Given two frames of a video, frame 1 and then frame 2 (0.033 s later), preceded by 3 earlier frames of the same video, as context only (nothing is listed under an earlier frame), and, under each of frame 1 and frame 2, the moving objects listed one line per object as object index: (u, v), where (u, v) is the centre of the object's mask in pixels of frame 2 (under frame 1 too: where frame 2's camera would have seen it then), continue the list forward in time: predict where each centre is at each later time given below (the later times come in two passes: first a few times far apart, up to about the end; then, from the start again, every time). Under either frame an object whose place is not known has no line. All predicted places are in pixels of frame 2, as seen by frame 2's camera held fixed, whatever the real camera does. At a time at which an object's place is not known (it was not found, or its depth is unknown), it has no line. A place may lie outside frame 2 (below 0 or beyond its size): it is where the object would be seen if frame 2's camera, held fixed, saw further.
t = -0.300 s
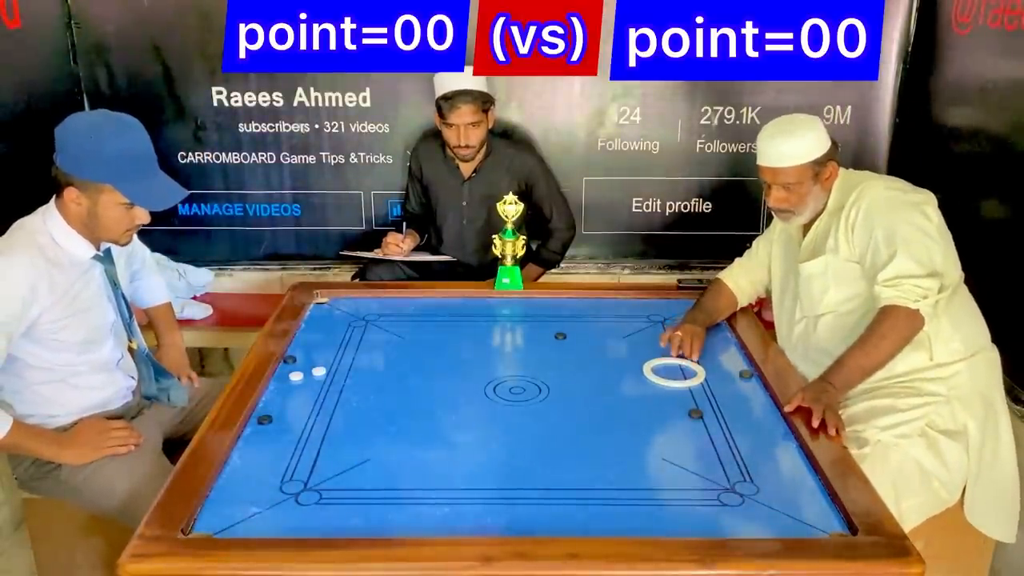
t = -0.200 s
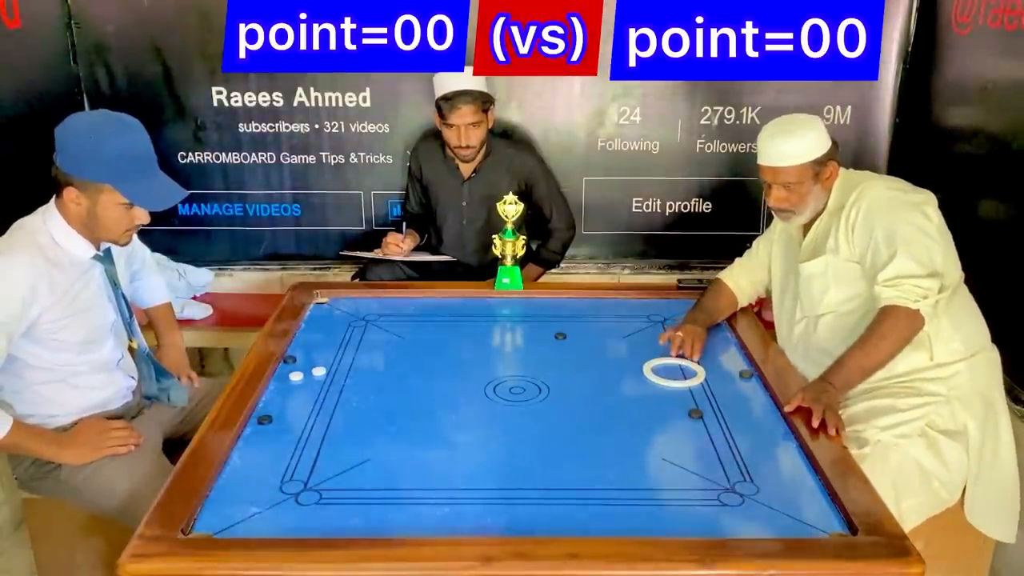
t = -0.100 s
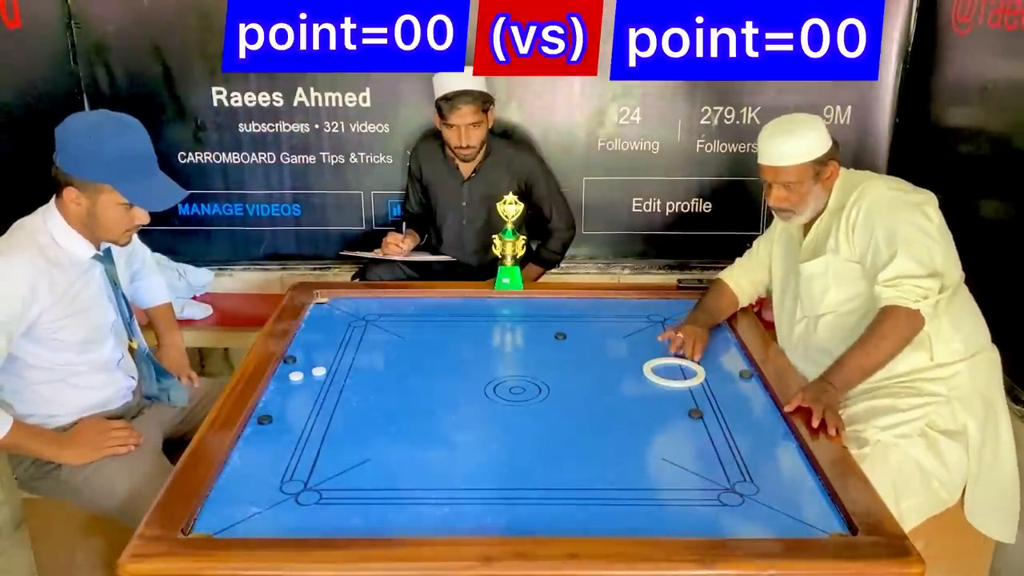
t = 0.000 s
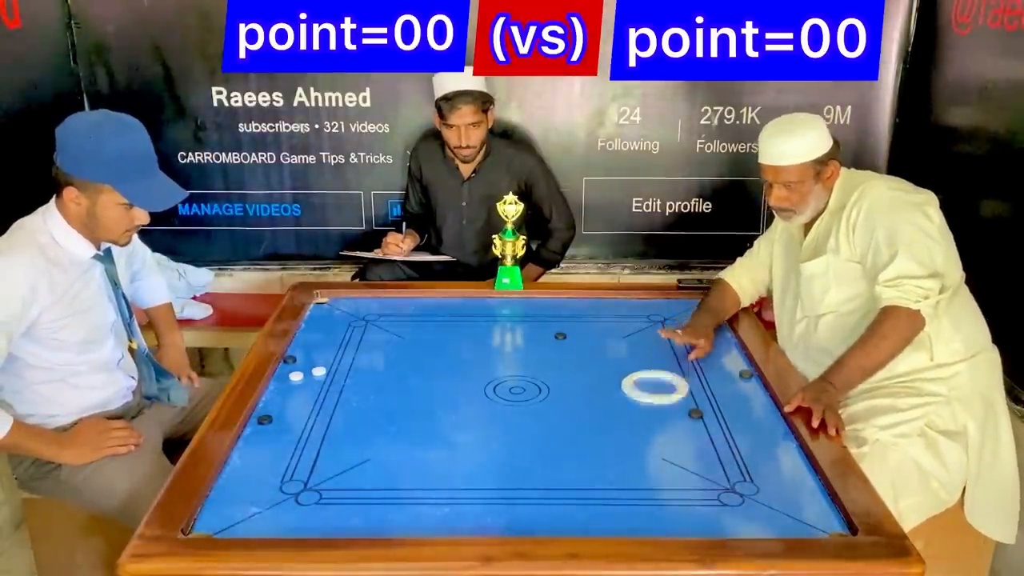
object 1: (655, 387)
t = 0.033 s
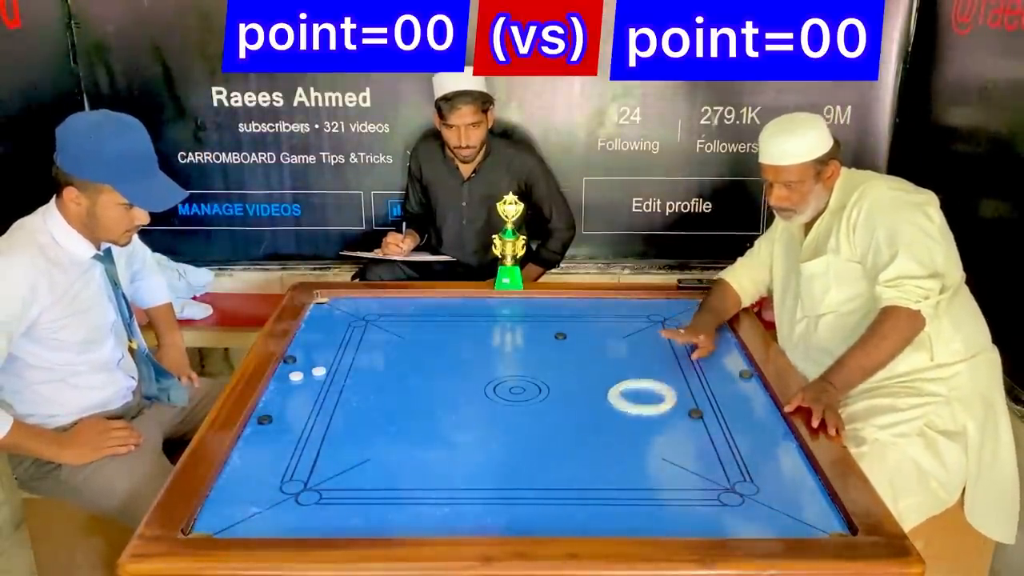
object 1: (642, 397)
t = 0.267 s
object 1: (533, 481)
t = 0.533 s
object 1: (432, 462)
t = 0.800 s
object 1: (377, 393)
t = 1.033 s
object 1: (341, 347)
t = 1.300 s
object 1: (353, 311)
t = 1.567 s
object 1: (402, 327)
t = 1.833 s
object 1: (455, 354)
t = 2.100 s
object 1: (512, 383)
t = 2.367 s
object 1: (576, 416)
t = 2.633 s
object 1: (645, 452)
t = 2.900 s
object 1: (722, 493)
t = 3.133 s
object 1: (779, 514)
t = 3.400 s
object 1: (785, 483)
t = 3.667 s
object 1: (757, 461)
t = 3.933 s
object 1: (732, 442)
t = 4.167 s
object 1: (714, 429)
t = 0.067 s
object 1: (629, 407)
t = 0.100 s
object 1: (615, 419)
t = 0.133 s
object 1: (600, 430)
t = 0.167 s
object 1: (584, 442)
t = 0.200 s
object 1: (568, 454)
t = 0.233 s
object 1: (551, 467)
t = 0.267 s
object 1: (533, 481)
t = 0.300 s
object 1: (514, 495)
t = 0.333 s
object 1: (494, 510)
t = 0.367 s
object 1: (476, 516)
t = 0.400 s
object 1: (467, 506)
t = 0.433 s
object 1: (457, 495)
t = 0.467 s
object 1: (448, 483)
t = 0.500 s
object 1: (440, 473)
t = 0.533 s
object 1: (432, 462)
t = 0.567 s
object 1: (424, 453)
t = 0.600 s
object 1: (416, 443)
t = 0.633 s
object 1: (409, 434)
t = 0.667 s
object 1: (402, 425)
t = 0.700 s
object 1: (396, 417)
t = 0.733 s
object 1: (389, 409)
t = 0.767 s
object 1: (383, 401)
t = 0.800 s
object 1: (377, 393)
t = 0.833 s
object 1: (371, 386)
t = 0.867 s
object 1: (365, 379)
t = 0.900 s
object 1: (360, 373)
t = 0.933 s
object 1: (355, 366)
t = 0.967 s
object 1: (350, 359)
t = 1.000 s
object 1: (346, 353)
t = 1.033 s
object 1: (341, 347)
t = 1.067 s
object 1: (337, 342)
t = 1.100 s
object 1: (333, 337)
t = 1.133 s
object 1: (329, 331)
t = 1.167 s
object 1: (327, 326)
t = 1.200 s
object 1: (334, 322)
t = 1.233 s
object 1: (340, 318)
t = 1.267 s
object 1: (347, 314)
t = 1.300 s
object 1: (353, 311)
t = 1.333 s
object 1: (359, 307)
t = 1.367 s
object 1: (365, 309)
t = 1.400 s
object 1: (371, 312)
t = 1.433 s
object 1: (378, 315)
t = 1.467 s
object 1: (384, 318)
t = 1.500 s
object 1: (390, 321)
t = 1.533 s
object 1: (396, 324)
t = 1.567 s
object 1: (402, 327)
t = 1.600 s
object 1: (409, 330)
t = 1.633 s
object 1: (415, 333)
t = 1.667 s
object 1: (422, 337)
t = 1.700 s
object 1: (428, 340)
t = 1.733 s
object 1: (435, 343)
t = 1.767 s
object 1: (441, 347)
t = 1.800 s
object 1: (448, 350)
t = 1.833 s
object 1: (455, 354)
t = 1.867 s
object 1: (462, 357)
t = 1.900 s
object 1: (469, 361)
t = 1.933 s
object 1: (476, 364)
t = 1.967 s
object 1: (483, 368)
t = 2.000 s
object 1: (490, 371)
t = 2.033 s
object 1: (497, 375)
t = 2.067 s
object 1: (505, 379)
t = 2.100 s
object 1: (512, 383)
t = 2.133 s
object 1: (520, 387)
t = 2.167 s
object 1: (528, 391)
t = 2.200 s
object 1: (535, 395)
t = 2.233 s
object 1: (544, 399)
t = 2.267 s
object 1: (551, 403)
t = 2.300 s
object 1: (559, 407)
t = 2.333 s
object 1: (568, 412)
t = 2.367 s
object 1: (576, 416)
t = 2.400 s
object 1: (584, 420)
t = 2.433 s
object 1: (593, 425)
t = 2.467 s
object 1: (601, 429)
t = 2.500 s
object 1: (610, 433)
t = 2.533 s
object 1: (619, 438)
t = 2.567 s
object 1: (627, 443)
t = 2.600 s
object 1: (636, 447)
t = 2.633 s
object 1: (645, 452)
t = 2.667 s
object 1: (655, 457)
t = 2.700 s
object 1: (664, 462)
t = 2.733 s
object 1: (673, 467)
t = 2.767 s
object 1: (683, 472)
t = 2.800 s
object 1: (693, 477)
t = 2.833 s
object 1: (702, 482)
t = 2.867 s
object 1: (712, 488)
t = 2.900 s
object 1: (722, 493)
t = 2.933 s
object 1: (732, 498)
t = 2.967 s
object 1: (742, 504)
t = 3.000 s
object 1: (752, 509)
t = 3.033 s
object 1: (762, 514)
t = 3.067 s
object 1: (772, 517)
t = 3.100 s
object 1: (777, 517)
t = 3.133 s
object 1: (779, 514)
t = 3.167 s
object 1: (780, 511)
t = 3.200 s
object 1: (781, 506)
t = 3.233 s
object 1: (782, 502)
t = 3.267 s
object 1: (783, 498)
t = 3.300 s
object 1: (784, 494)
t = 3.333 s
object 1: (784, 491)
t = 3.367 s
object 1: (785, 487)
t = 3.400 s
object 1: (785, 483)
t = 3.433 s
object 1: (781, 480)
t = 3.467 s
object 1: (778, 477)
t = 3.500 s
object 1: (774, 474)
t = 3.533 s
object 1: (771, 471)
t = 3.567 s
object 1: (767, 469)
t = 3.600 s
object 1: (764, 466)
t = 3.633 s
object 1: (760, 463)
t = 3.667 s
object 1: (757, 461)
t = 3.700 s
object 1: (754, 458)
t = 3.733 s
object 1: (750, 455)
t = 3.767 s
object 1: (747, 453)
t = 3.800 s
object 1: (744, 451)
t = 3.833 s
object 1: (741, 448)
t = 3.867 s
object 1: (738, 446)
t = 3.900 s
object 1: (735, 444)
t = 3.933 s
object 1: (732, 442)
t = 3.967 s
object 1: (729, 440)
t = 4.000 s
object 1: (726, 438)
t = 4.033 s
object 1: (723, 436)
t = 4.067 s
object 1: (720, 434)
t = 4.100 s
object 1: (718, 432)
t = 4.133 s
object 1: (716, 431)
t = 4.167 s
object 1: (714, 429)
